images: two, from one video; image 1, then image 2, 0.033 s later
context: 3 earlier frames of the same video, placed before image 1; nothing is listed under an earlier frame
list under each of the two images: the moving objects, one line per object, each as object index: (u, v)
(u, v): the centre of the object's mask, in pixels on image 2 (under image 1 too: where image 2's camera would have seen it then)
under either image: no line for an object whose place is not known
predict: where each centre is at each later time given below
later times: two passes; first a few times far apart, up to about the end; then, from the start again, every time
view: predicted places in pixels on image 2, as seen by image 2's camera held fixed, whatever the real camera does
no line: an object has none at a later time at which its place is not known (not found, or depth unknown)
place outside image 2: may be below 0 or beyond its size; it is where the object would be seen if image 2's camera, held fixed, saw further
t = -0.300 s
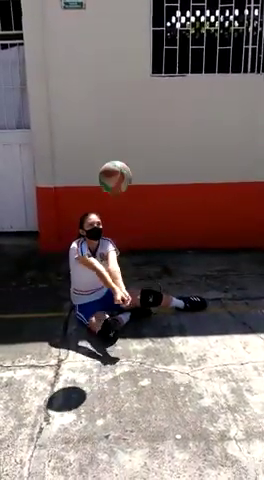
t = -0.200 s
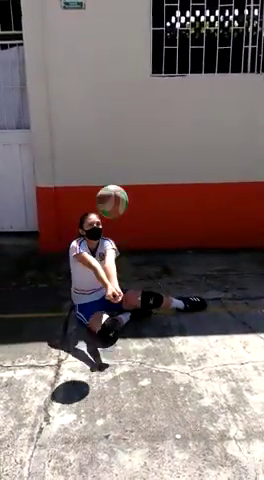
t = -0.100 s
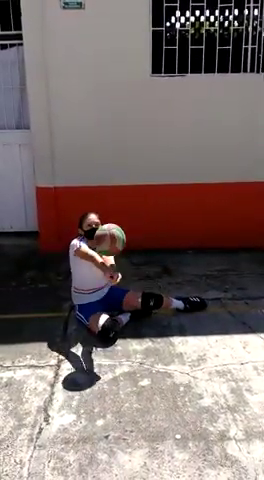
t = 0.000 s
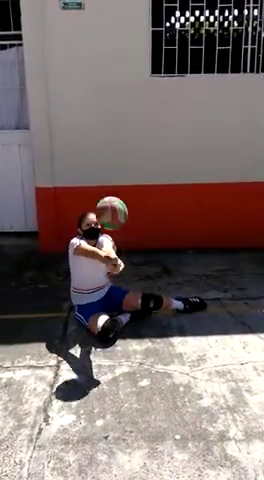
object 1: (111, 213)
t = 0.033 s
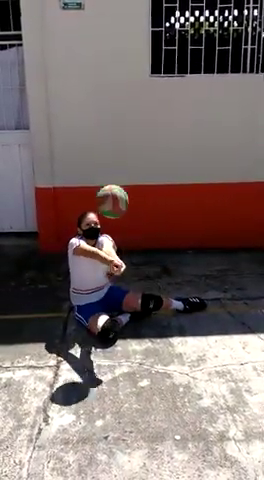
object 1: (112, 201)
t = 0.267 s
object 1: (121, 165)
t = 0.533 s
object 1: (134, 224)
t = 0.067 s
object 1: (113, 191)
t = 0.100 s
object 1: (114, 182)
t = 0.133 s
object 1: (116, 175)
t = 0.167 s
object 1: (117, 170)
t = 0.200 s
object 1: (118, 167)
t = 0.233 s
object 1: (120, 165)
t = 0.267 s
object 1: (121, 165)
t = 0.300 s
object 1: (123, 167)
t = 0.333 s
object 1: (124, 170)
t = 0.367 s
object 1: (126, 175)
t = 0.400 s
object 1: (127, 182)
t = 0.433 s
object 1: (130, 191)
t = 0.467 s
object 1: (131, 200)
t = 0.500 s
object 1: (133, 212)
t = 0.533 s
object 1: (134, 224)
